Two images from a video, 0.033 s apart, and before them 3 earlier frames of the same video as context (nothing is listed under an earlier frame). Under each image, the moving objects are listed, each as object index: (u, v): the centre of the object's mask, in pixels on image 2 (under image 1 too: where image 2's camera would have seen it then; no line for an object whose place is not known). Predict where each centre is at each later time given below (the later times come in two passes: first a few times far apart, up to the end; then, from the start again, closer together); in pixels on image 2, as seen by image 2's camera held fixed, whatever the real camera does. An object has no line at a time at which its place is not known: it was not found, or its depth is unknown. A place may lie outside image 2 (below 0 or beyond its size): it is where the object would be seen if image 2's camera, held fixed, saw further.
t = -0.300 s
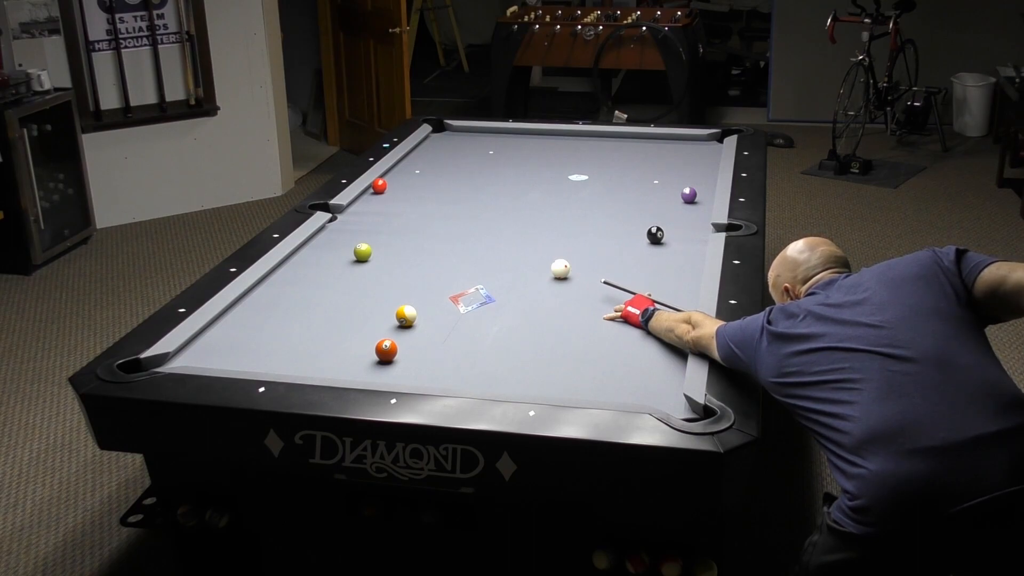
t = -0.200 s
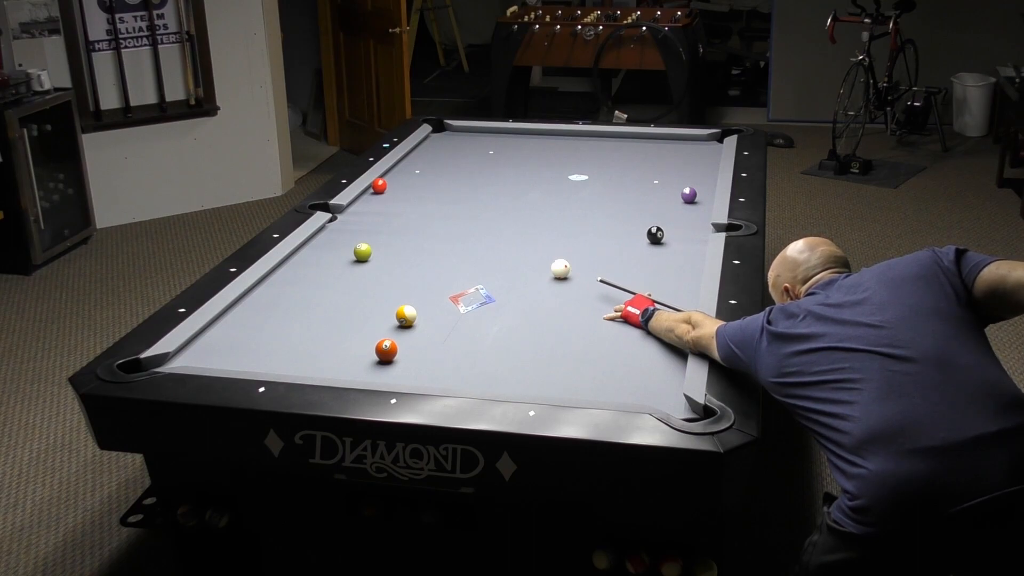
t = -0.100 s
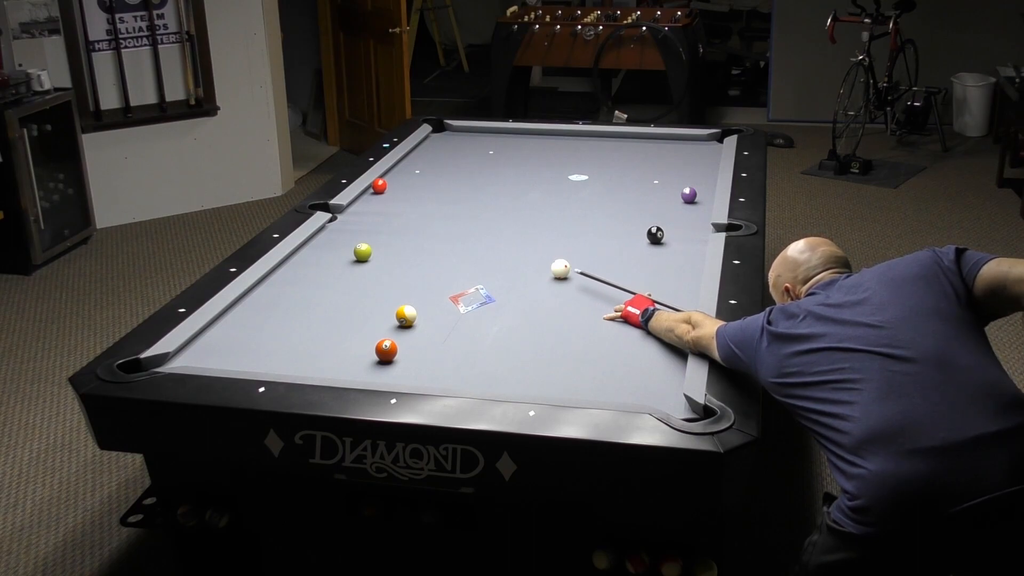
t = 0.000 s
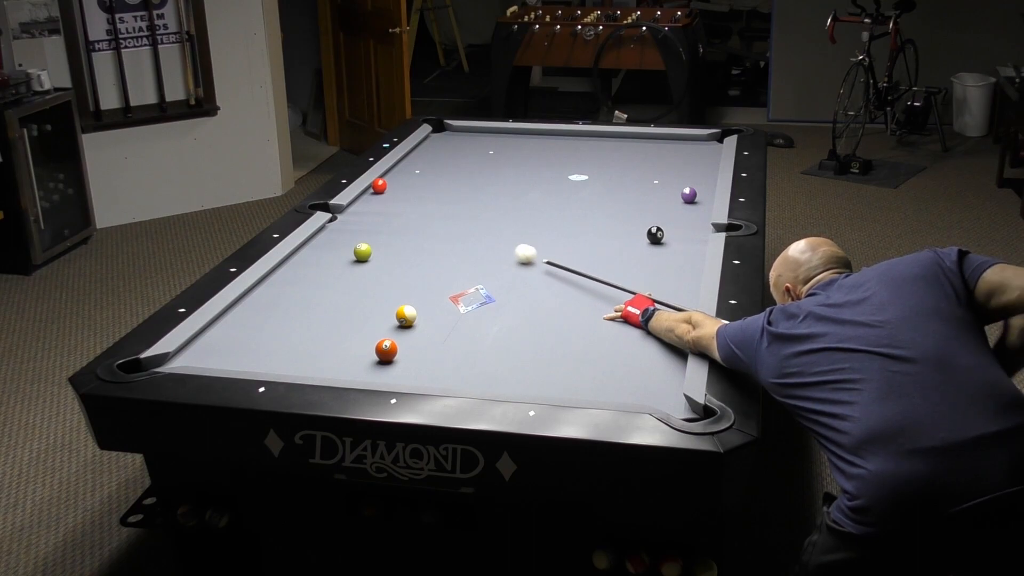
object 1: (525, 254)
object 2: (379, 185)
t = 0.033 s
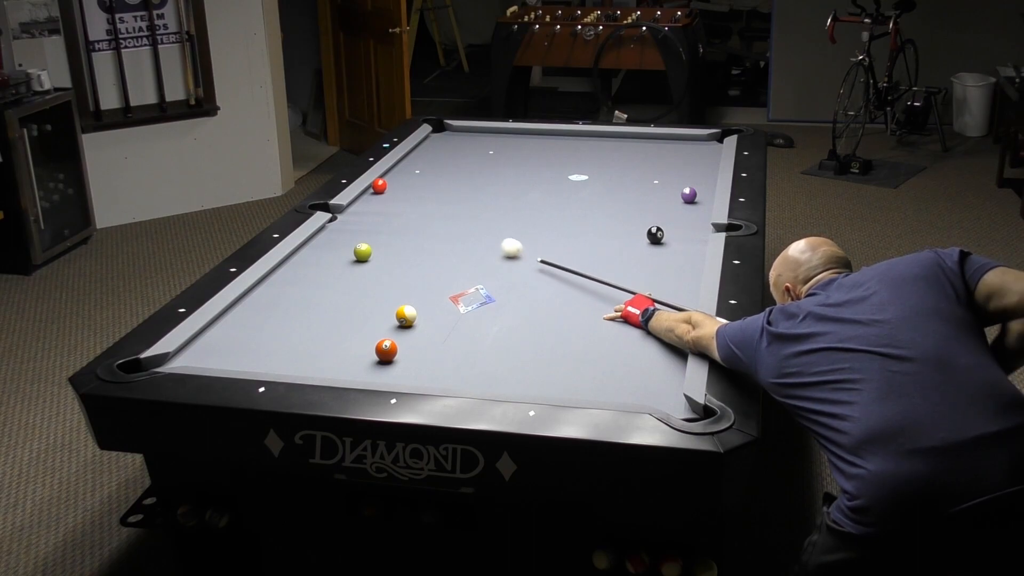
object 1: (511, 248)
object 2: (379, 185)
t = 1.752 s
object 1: (630, 182)
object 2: (448, 135)
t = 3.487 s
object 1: (629, 167)
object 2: (424, 168)
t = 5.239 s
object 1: (570, 159)
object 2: (410, 190)
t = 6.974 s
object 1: (561, 158)
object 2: (405, 198)
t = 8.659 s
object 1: (561, 158)
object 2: (405, 198)
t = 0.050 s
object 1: (504, 245)
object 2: (379, 185)
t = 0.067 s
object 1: (498, 243)
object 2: (379, 185)
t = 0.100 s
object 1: (485, 237)
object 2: (379, 185)
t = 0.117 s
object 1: (479, 234)
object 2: (379, 185)
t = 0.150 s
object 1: (467, 229)
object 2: (379, 185)
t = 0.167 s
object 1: (461, 227)
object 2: (379, 185)
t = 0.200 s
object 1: (450, 222)
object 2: (379, 185)
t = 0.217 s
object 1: (444, 220)
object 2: (379, 185)
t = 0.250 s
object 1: (433, 215)
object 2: (379, 185)
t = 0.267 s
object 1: (428, 213)
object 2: (379, 185)
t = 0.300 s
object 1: (417, 208)
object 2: (379, 185)
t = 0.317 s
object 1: (412, 206)
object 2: (379, 185)
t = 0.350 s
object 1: (401, 202)
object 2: (379, 185)
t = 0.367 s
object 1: (397, 200)
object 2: (379, 185)
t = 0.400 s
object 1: (387, 195)
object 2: (378, 184)
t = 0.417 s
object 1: (382, 193)
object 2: (379, 182)
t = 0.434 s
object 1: (377, 191)
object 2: (381, 181)
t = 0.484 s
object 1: (377, 191)
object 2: (383, 179)
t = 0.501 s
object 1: (382, 191)
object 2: (384, 178)
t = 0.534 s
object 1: (392, 191)
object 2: (386, 176)
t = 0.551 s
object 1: (396, 192)
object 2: (388, 175)
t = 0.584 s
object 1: (406, 192)
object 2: (391, 173)
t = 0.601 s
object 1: (410, 192)
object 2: (393, 171)
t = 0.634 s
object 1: (419, 192)
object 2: (396, 169)
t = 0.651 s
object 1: (423, 192)
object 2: (398, 168)
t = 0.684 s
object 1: (431, 192)
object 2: (401, 166)
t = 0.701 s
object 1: (435, 192)
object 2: (402, 165)
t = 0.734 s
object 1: (442, 192)
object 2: (405, 163)
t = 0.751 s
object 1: (446, 192)
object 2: (407, 161)
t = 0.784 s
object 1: (453, 192)
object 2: (409, 160)
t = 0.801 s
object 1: (456, 192)
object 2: (410, 159)
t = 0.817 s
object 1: (460, 191)
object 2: (412, 158)
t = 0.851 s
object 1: (466, 191)
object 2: (414, 156)
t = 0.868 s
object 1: (470, 191)
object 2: (416, 155)
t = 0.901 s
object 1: (476, 191)
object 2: (418, 153)
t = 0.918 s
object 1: (479, 190)
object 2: (419, 153)
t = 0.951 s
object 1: (486, 190)
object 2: (422, 151)
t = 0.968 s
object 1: (489, 190)
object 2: (423, 150)
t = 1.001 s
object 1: (495, 189)
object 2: (426, 148)
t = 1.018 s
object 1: (498, 189)
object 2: (427, 147)
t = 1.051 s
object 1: (505, 189)
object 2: (429, 146)
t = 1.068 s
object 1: (508, 189)
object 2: (430, 145)
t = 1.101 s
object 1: (514, 188)
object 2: (433, 143)
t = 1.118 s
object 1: (518, 188)
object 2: (434, 142)
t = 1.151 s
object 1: (524, 188)
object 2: (436, 141)
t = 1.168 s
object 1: (527, 188)
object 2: (437, 140)
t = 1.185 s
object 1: (530, 188)
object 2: (438, 139)
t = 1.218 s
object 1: (536, 187)
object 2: (440, 138)
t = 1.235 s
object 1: (539, 187)
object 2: (441, 137)
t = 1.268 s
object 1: (545, 187)
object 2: (444, 135)
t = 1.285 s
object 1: (548, 187)
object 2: (445, 135)
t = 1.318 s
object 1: (554, 186)
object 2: (447, 133)
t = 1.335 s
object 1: (557, 186)
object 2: (448, 132)
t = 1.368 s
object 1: (563, 186)
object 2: (450, 131)
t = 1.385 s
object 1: (566, 186)
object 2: (451, 130)
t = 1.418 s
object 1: (572, 185)
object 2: (453, 129)
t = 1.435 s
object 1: (575, 185)
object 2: (454, 129)
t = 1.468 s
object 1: (581, 185)
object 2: (453, 129)
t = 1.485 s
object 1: (584, 185)
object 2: (453, 129)
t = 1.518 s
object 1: (590, 184)
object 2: (452, 130)
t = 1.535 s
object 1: (593, 184)
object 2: (451, 131)
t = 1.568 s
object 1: (599, 184)
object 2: (451, 131)
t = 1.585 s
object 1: (602, 184)
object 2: (451, 132)
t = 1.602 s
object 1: (604, 183)
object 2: (450, 132)
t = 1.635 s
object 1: (610, 183)
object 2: (450, 132)
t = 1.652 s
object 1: (613, 183)
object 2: (450, 133)
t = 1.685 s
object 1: (619, 183)
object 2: (449, 133)
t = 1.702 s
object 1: (621, 182)
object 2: (449, 134)
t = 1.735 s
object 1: (627, 182)
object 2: (448, 135)
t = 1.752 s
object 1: (630, 182)
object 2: (448, 135)
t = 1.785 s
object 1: (635, 182)
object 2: (447, 136)
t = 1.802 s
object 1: (638, 182)
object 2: (447, 136)
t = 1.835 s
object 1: (644, 181)
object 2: (446, 137)
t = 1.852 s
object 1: (646, 181)
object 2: (446, 137)
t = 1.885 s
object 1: (652, 181)
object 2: (446, 138)
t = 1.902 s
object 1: (655, 181)
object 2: (446, 138)
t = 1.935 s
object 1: (660, 180)
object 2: (445, 138)
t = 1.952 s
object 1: (663, 180)
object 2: (445, 139)
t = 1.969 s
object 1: (666, 180)
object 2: (445, 139)
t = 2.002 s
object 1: (671, 180)
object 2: (444, 140)
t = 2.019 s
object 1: (673, 180)
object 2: (444, 140)
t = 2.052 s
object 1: (679, 179)
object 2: (443, 141)
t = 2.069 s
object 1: (681, 179)
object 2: (443, 141)
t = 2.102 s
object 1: (687, 179)
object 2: (442, 142)
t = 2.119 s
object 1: (690, 179)
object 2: (442, 142)
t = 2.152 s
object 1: (695, 179)
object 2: (442, 143)
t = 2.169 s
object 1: (697, 178)
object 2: (441, 143)
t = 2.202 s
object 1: (703, 178)
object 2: (441, 144)
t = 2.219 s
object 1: (705, 178)
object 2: (441, 145)
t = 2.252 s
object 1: (710, 178)
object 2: (440, 145)
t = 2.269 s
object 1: (710, 178)
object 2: (440, 146)
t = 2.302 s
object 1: (706, 177)
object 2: (439, 147)
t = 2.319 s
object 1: (704, 177)
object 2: (439, 147)
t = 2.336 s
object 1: (702, 177)
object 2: (439, 147)
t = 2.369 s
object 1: (700, 176)
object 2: (438, 148)
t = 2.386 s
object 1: (699, 176)
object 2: (438, 148)
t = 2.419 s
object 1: (696, 176)
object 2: (438, 148)
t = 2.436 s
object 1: (695, 176)
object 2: (437, 149)
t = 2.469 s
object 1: (692, 175)
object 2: (437, 150)
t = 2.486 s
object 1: (691, 175)
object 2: (437, 150)
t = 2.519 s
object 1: (689, 175)
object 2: (436, 150)
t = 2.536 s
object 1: (687, 175)
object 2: (436, 151)
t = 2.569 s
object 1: (685, 174)
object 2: (436, 151)
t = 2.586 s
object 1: (684, 174)
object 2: (436, 151)
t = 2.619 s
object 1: (682, 174)
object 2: (435, 152)
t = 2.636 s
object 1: (680, 174)
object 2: (435, 153)
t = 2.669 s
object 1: (678, 173)
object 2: (434, 153)
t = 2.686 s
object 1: (677, 173)
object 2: (434, 154)
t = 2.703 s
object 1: (676, 173)
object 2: (434, 154)
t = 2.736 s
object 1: (674, 173)
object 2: (433, 154)
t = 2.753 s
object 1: (672, 173)
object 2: (433, 155)
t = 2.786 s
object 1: (670, 172)
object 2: (432, 156)
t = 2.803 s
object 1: (669, 172)
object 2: (432, 156)
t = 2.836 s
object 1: (667, 172)
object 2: (432, 157)
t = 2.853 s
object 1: (666, 172)
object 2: (431, 157)
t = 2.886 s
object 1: (664, 171)
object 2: (431, 158)
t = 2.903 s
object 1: (663, 171)
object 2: (431, 158)
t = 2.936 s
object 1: (661, 171)
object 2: (430, 158)
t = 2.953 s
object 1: (660, 171)
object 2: (430, 159)
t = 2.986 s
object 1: (658, 170)
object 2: (430, 159)
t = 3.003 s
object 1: (656, 170)
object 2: (430, 160)
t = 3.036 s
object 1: (654, 170)
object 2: (429, 160)
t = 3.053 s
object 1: (653, 170)
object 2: (429, 160)
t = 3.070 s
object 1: (653, 170)
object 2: (429, 161)
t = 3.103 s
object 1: (651, 169)
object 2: (429, 161)
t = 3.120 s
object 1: (650, 169)
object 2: (428, 162)
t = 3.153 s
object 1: (648, 169)
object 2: (428, 162)
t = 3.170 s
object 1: (647, 169)
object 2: (428, 163)
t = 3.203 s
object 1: (645, 169)
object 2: (427, 163)
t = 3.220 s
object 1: (644, 168)
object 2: (427, 163)
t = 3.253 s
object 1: (642, 168)
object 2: (427, 164)
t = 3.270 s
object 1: (641, 168)
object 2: (427, 164)
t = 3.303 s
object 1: (639, 168)
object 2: (426, 165)
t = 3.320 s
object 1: (638, 168)
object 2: (426, 165)
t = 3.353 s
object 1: (636, 167)
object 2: (425, 166)
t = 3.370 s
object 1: (635, 167)
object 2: (425, 166)
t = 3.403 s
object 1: (634, 167)
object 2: (425, 166)
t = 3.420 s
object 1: (633, 167)
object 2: (425, 167)
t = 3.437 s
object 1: (632, 167)
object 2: (425, 167)
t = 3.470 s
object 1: (630, 167)
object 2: (424, 168)
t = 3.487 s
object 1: (629, 167)
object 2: (424, 168)
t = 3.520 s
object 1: (628, 166)
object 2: (424, 169)
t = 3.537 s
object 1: (627, 166)
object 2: (424, 169)
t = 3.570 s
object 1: (625, 166)
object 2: (423, 169)
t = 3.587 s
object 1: (624, 166)
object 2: (423, 170)
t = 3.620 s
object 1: (623, 166)
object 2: (422, 170)
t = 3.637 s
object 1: (622, 166)
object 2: (422, 170)
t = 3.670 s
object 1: (620, 165)
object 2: (422, 171)
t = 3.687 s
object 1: (620, 165)
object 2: (422, 171)
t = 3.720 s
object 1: (618, 165)
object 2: (421, 172)
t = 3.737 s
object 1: (617, 165)
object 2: (421, 172)
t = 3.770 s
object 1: (616, 165)
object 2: (421, 173)
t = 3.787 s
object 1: (615, 165)
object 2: (421, 173)
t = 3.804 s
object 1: (614, 164)
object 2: (421, 173)
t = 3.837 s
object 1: (613, 164)
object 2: (420, 174)
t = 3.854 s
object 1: (612, 164)
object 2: (420, 174)
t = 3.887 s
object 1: (610, 164)
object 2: (420, 174)
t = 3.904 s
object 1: (610, 164)
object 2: (420, 175)
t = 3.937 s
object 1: (608, 164)
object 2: (419, 175)
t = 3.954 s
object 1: (608, 164)
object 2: (419, 175)
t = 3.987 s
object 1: (606, 163)
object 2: (419, 176)
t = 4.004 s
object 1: (606, 163)
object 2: (419, 176)
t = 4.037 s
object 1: (604, 163)
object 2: (418, 177)
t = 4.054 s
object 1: (604, 163)
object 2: (418, 177)
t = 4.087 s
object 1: (602, 163)
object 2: (418, 177)
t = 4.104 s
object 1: (602, 163)
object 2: (418, 178)
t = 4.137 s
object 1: (600, 163)
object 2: (417, 178)
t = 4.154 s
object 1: (600, 163)
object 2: (417, 178)
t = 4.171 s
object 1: (599, 163)
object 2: (417, 179)
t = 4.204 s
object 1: (598, 162)
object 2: (417, 179)
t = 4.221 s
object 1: (597, 162)
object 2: (417, 179)
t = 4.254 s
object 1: (596, 162)
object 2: (417, 179)
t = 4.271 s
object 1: (596, 162)
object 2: (416, 179)
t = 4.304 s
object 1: (594, 162)
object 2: (416, 180)
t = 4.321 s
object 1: (594, 162)
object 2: (416, 180)
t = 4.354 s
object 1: (593, 162)
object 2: (416, 180)
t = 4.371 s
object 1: (592, 162)
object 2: (416, 180)
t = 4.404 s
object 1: (591, 161)
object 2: (415, 181)
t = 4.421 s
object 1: (590, 161)
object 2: (415, 181)
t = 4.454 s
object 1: (589, 161)
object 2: (415, 182)
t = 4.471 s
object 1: (589, 161)
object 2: (415, 182)
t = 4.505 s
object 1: (588, 161)
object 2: (414, 183)
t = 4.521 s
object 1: (587, 161)
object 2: (414, 183)
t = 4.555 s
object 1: (586, 161)
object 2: (414, 183)
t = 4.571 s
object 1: (586, 161)
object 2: (414, 183)
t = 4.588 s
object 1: (585, 161)
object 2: (414, 184)
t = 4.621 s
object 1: (584, 161)
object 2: (414, 184)
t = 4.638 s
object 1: (584, 161)
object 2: (414, 184)
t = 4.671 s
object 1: (583, 160)
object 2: (413, 185)
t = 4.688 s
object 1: (582, 160)
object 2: (413, 185)
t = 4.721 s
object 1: (581, 160)
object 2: (413, 185)
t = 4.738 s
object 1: (581, 160)
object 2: (413, 185)
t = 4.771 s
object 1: (580, 160)
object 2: (413, 186)
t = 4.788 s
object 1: (579, 160)
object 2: (413, 186)
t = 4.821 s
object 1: (579, 160)
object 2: (412, 186)
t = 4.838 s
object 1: (578, 160)
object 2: (412, 187)
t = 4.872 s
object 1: (577, 160)
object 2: (412, 187)
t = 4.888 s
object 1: (577, 160)
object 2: (412, 187)
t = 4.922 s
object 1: (576, 160)
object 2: (412, 187)
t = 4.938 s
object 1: (576, 160)
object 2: (412, 188)
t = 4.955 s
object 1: (575, 160)
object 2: (411, 188)
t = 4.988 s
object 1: (575, 160)
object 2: (411, 188)
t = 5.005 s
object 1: (574, 159)
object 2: (411, 188)
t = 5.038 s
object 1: (573, 159)
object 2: (411, 189)
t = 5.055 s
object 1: (573, 159)
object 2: (411, 189)
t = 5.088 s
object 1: (572, 159)
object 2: (411, 189)
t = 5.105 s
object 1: (572, 159)
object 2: (411, 189)
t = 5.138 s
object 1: (571, 159)
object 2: (411, 190)
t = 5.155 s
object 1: (571, 159)
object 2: (411, 190)
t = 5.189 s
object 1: (571, 159)
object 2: (410, 190)
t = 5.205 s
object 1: (570, 159)
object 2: (410, 190)
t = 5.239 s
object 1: (570, 159)
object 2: (410, 190)
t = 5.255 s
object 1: (569, 158)
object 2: (410, 191)
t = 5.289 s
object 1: (569, 159)
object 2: (410, 191)
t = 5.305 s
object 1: (569, 159)
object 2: (410, 191)
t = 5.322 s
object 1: (568, 159)
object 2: (410, 191)
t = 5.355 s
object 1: (568, 159)
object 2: (410, 191)
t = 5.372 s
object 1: (568, 158)
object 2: (409, 192)
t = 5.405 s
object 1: (567, 159)
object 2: (409, 192)
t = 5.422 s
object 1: (567, 158)
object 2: (409, 192)
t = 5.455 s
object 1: (566, 158)
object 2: (409, 192)
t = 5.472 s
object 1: (566, 158)
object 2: (409, 192)
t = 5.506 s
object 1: (566, 158)
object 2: (409, 193)
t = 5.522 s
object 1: (566, 158)
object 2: (409, 193)
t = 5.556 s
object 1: (565, 158)
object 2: (409, 193)
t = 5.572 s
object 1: (565, 158)
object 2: (409, 193)
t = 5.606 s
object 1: (565, 158)
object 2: (408, 194)
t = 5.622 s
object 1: (564, 158)
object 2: (408, 194)
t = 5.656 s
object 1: (564, 158)
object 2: (408, 194)
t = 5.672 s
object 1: (564, 158)
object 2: (408, 194)
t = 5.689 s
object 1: (564, 158)
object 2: (408, 194)
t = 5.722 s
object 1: (564, 158)
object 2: (408, 194)
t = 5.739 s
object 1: (564, 158)
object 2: (408, 194)
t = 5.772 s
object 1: (563, 158)
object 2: (408, 195)
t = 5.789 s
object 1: (563, 158)
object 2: (408, 195)
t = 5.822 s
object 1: (563, 157)
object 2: (408, 195)
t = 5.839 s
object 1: (563, 157)
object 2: (408, 195)
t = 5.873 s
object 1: (562, 157)
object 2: (408, 195)
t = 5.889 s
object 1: (562, 157)
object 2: (408, 195)
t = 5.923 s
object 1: (562, 157)
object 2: (407, 196)
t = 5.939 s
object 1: (562, 157)
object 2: (407, 196)
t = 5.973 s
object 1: (562, 158)
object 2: (407, 196)
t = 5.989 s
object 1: (562, 158)
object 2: (407, 196)
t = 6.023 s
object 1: (562, 158)
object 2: (407, 196)
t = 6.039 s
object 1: (562, 158)
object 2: (407, 196)
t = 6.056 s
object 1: (562, 158)
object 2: (407, 196)
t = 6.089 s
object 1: (561, 158)
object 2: (407, 197)
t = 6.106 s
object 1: (561, 158)
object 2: (407, 197)
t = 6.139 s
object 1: (561, 158)
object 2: (407, 197)
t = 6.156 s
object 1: (561, 158)
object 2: (407, 197)
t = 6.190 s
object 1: (561, 158)
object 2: (406, 197)
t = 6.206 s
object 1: (561, 158)
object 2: (406, 197)
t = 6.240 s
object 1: (561, 158)
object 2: (406, 197)
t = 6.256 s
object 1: (561, 158)
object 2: (406, 197)
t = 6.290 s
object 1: (561, 158)
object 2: (406, 197)
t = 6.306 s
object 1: (561, 158)
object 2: (406, 197)
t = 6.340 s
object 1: (561, 158)
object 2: (406, 197)
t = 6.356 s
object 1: (561, 158)
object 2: (406, 197)
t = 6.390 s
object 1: (561, 158)
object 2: (406, 197)
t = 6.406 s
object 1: (561, 158)
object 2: (406, 198)
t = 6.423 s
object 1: (561, 158)
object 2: (406, 198)
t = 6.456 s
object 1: (561, 158)
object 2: (406, 198)
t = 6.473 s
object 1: (561, 158)
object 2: (406, 198)
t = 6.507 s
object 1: (561, 158)
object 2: (406, 198)
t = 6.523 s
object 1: (561, 158)
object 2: (406, 198)
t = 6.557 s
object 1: (561, 158)
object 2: (405, 198)
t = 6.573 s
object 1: (561, 158)
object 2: (405, 198)
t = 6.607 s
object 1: (561, 158)
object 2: (405, 198)
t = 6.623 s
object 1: (561, 158)
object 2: (405, 198)
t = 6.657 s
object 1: (561, 158)
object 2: (405, 198)
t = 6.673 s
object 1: (561, 158)
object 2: (405, 198)
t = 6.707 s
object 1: (561, 158)
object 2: (405, 198)
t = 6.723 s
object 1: (561, 158)
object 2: (405, 198)
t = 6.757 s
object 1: (561, 158)
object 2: (405, 198)
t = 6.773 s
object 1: (561, 158)
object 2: (405, 198)
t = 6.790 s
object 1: (561, 158)
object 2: (405, 198)
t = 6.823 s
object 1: (561, 158)
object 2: (405, 198)
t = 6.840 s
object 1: (561, 158)
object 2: (405, 198)
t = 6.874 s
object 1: (561, 158)
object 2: (405, 198)
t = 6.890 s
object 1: (561, 158)
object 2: (405, 198)
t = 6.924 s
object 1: (561, 158)
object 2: (405, 198)
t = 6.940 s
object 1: (561, 158)
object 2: (405, 198)
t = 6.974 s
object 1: (561, 158)
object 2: (405, 198)
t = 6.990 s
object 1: (561, 158)
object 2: (405, 198)
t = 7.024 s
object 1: (561, 158)
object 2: (405, 198)
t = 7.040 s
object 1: (561, 158)
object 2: (405, 198)
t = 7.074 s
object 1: (561, 158)
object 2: (405, 198)
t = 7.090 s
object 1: (561, 158)
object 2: (405, 198)
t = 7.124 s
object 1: (561, 158)
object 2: (405, 198)
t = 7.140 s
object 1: (561, 158)
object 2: (405, 198)
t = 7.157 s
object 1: (561, 158)
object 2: (405, 198)
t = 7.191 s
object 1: (561, 158)
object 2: (405, 198)
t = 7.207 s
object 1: (561, 158)
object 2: (405, 198)
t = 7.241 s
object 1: (561, 158)
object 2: (405, 198)
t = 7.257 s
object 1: (561, 158)
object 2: (405, 198)
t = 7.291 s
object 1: (561, 158)
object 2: (405, 198)
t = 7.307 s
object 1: (561, 158)
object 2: (405, 198)
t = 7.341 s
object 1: (561, 158)
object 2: (405, 198)
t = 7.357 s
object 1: (561, 158)
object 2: (405, 198)
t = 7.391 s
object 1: (561, 158)
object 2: (405, 198)
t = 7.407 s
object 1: (561, 158)
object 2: (405, 198)
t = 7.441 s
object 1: (561, 158)
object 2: (405, 198)
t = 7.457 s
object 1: (561, 158)
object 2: (405, 198)
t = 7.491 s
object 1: (561, 158)
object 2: (405, 198)
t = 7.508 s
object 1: (561, 158)
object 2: (405, 198)
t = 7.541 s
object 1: (561, 158)
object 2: (405, 198)
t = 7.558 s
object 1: (561, 158)
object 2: (405, 198)
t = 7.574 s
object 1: (561, 158)
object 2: (405, 198)
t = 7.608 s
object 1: (561, 158)
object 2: (405, 198)
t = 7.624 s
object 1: (561, 158)
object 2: (405, 198)
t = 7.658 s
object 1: (561, 158)
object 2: (405, 198)
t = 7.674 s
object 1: (561, 158)
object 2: (405, 198)
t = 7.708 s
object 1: (561, 158)
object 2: (405, 198)
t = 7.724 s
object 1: (561, 158)
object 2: (405, 198)
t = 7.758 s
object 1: (561, 158)
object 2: (405, 198)
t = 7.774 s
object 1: (561, 158)
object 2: (405, 198)
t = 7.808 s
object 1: (561, 158)
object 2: (405, 198)
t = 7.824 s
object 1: (561, 158)
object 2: (405, 198)
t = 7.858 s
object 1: (561, 158)
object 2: (405, 198)
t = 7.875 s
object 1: (561, 158)
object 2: (405, 198)
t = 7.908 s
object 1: (561, 158)
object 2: (405, 198)
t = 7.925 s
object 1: (561, 157)
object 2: (405, 198)
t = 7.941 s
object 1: (561, 158)
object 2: (405, 198)
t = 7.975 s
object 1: (561, 158)
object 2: (405, 198)
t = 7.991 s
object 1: (561, 158)
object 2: (405, 198)
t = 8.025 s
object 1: (561, 158)
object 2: (405, 198)
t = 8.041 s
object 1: (561, 158)
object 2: (405, 198)
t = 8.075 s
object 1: (561, 158)
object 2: (405, 198)
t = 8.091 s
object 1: (561, 158)
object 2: (405, 198)
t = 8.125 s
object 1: (561, 158)
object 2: (405, 198)
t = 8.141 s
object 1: (561, 158)
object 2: (405, 198)
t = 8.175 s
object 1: (561, 158)
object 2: (405, 198)
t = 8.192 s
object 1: (561, 158)
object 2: (405, 198)
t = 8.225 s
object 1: (561, 158)
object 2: (405, 198)
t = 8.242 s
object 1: (561, 158)
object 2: (405, 198)
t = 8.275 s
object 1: (561, 158)
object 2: (405, 198)
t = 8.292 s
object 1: (561, 158)
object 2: (405, 198)
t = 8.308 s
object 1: (561, 158)
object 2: (405, 198)
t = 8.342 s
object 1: (561, 158)
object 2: (405, 198)
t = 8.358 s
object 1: (561, 158)
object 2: (405, 198)
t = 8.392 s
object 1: (561, 158)
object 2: (405, 198)
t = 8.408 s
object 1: (561, 158)
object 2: (405, 198)
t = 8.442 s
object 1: (561, 158)
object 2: (405, 198)
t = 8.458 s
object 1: (561, 158)
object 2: (405, 198)
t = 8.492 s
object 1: (561, 158)
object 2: (405, 198)
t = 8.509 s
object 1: (561, 158)
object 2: (405, 198)
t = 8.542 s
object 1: (561, 158)
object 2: (405, 198)
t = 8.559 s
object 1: (561, 158)
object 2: (405, 198)
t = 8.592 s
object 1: (561, 158)
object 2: (405, 198)
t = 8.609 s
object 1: (561, 158)
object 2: (405, 198)
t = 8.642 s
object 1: (561, 158)
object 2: (405, 198)
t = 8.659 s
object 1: (561, 158)
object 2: (405, 198)
